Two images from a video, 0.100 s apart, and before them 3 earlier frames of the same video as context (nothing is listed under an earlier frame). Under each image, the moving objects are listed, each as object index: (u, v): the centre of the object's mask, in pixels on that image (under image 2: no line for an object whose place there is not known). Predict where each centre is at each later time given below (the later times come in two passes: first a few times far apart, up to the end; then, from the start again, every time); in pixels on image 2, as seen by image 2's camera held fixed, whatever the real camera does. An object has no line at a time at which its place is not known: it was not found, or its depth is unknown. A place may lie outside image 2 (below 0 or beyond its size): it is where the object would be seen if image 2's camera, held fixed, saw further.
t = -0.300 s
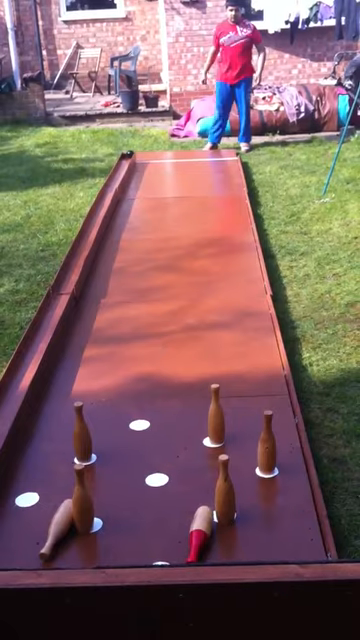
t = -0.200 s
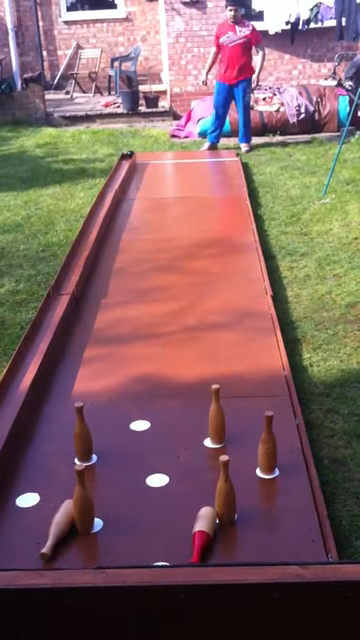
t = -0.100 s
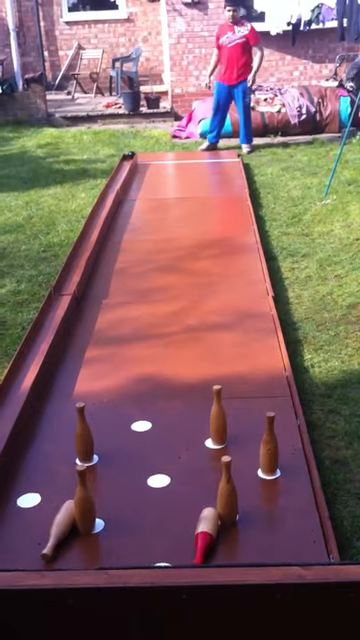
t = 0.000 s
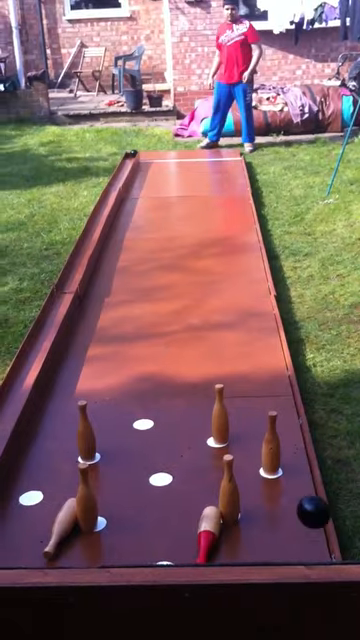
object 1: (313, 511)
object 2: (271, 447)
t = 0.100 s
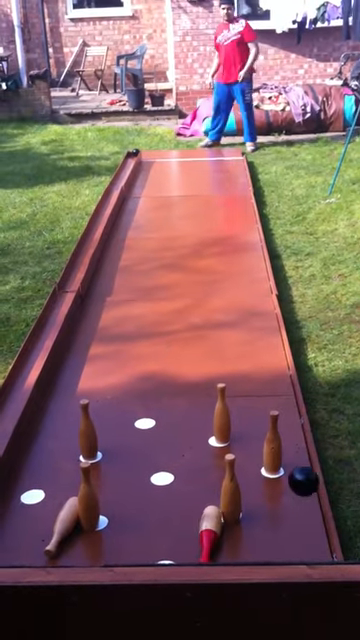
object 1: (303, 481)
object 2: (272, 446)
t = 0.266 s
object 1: (287, 500)
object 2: (273, 446)
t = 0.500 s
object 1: (281, 472)
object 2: (269, 439)
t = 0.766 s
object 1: (289, 491)
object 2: (265, 436)
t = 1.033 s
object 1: (296, 511)
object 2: (264, 427)
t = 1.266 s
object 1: (300, 530)
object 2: (264, 427)
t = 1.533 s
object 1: (303, 550)
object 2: (264, 427)
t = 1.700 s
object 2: (263, 427)
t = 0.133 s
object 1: (300, 478)
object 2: (272, 446)
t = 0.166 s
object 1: (296, 479)
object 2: (273, 446)
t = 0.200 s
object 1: (293, 484)
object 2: (272, 446)
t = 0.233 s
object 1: (290, 491)
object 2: (273, 446)
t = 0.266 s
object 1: (287, 500)
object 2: (273, 446)
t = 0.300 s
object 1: (285, 495)
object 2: (273, 446)
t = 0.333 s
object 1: (282, 484)
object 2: (272, 446)
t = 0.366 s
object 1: (281, 476)
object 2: (272, 444)
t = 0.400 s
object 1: (279, 471)
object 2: (272, 442)
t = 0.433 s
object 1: (278, 473)
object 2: (271, 442)
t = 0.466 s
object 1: (280, 472)
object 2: (270, 441)
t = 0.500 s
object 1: (281, 472)
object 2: (269, 439)
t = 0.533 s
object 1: (282, 476)
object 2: (269, 438)
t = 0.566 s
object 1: (283, 477)
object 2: (268, 435)
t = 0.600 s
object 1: (285, 479)
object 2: (268, 435)
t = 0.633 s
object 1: (286, 481)
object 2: (267, 433)
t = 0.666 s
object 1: (287, 484)
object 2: (266, 433)
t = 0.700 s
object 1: (288, 486)
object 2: (266, 433)
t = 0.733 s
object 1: (289, 488)
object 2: (266, 434)
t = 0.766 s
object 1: (289, 491)
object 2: (265, 436)
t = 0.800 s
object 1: (290, 493)
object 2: (265, 439)
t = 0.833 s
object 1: (291, 496)
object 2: (264, 434)
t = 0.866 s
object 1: (292, 498)
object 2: (264, 431)
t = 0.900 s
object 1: (293, 501)
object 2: (264, 430)
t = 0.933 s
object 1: (294, 503)
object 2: (264, 430)
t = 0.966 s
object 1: (295, 506)
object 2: (264, 428)
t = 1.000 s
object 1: (295, 509)
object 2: (263, 427)
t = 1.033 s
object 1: (296, 511)
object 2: (264, 427)
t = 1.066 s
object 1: (297, 514)
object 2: (264, 427)
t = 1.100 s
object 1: (297, 517)
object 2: (264, 427)
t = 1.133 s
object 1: (298, 519)
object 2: (264, 427)
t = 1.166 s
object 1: (299, 521)
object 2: (264, 427)
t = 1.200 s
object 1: (299, 525)
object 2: (264, 427)
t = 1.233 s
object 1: (300, 527)
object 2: (264, 427)
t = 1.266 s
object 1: (300, 530)
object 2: (264, 427)
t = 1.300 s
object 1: (301, 533)
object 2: (264, 427)
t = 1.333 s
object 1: (301, 536)
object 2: (264, 427)
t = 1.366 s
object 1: (302, 539)
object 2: (264, 427)
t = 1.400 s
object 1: (302, 542)
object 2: (264, 427)
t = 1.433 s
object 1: (302, 545)
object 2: (264, 427)
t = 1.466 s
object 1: (302, 547)
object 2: (264, 427)
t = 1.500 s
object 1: (302, 549)
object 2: (264, 427)
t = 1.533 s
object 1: (303, 550)
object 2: (264, 427)
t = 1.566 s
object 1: (303, 552)
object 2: (264, 427)
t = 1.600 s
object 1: (303, 554)
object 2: (264, 427)
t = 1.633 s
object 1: (303, 556)
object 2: (264, 427)
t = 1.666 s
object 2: (264, 427)
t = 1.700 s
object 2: (263, 427)
